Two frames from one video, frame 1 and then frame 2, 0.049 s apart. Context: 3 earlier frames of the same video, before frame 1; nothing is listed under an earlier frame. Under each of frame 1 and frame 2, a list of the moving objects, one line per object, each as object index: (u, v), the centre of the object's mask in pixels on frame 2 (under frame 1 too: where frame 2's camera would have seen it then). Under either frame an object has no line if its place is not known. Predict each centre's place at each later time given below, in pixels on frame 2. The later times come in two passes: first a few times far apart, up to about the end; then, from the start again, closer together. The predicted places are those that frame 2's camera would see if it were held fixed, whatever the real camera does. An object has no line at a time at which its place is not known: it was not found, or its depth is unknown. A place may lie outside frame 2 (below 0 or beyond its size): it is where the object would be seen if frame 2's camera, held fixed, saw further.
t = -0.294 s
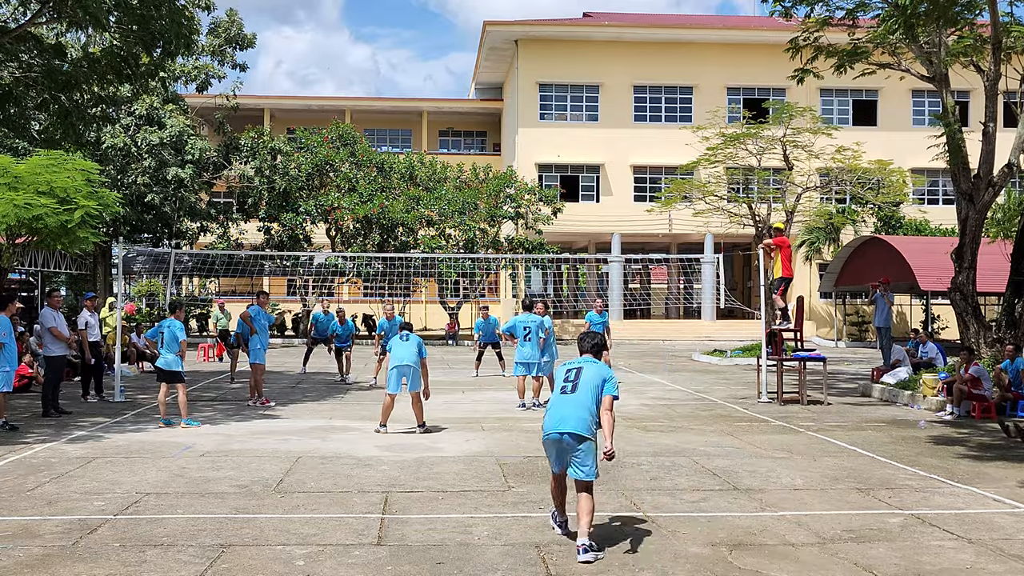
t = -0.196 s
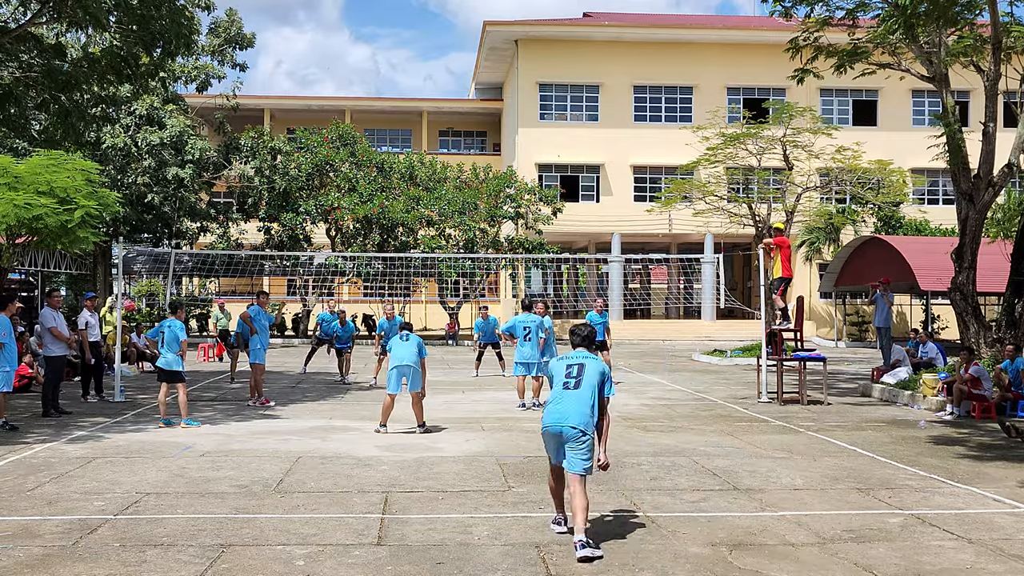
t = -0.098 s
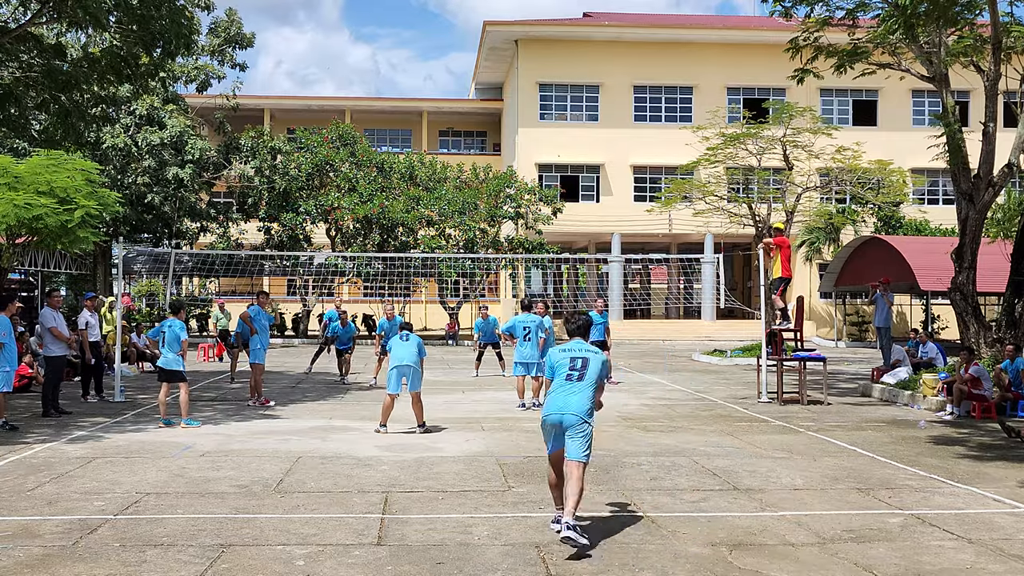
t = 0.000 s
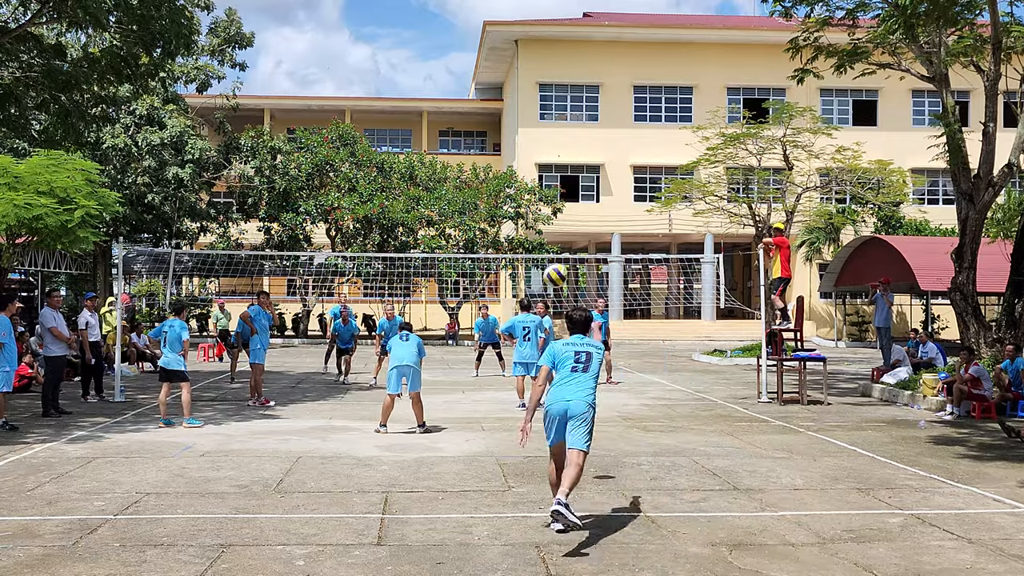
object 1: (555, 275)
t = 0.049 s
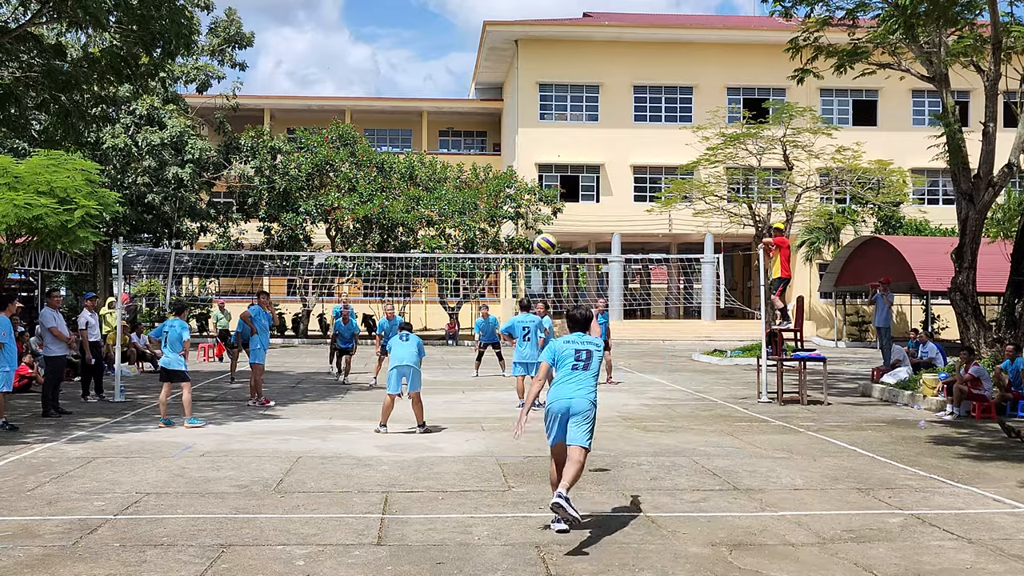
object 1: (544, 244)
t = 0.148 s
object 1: (517, 171)
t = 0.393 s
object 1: (461, 67)
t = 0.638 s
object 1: (430, 50)
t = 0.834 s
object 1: (410, 66)
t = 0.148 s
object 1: (517, 171)
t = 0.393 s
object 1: (461, 67)
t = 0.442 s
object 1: (456, 61)
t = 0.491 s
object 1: (450, 57)
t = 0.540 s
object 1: (442, 51)
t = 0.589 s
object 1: (438, 49)
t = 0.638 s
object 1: (430, 50)
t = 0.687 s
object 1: (427, 51)
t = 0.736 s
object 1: (420, 55)
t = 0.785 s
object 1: (417, 58)
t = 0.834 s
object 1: (410, 66)
